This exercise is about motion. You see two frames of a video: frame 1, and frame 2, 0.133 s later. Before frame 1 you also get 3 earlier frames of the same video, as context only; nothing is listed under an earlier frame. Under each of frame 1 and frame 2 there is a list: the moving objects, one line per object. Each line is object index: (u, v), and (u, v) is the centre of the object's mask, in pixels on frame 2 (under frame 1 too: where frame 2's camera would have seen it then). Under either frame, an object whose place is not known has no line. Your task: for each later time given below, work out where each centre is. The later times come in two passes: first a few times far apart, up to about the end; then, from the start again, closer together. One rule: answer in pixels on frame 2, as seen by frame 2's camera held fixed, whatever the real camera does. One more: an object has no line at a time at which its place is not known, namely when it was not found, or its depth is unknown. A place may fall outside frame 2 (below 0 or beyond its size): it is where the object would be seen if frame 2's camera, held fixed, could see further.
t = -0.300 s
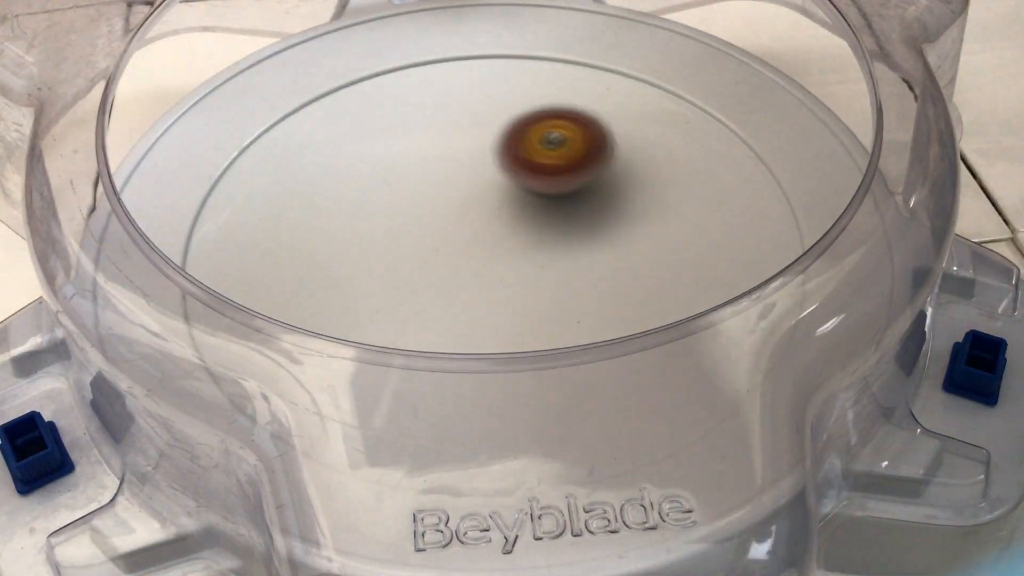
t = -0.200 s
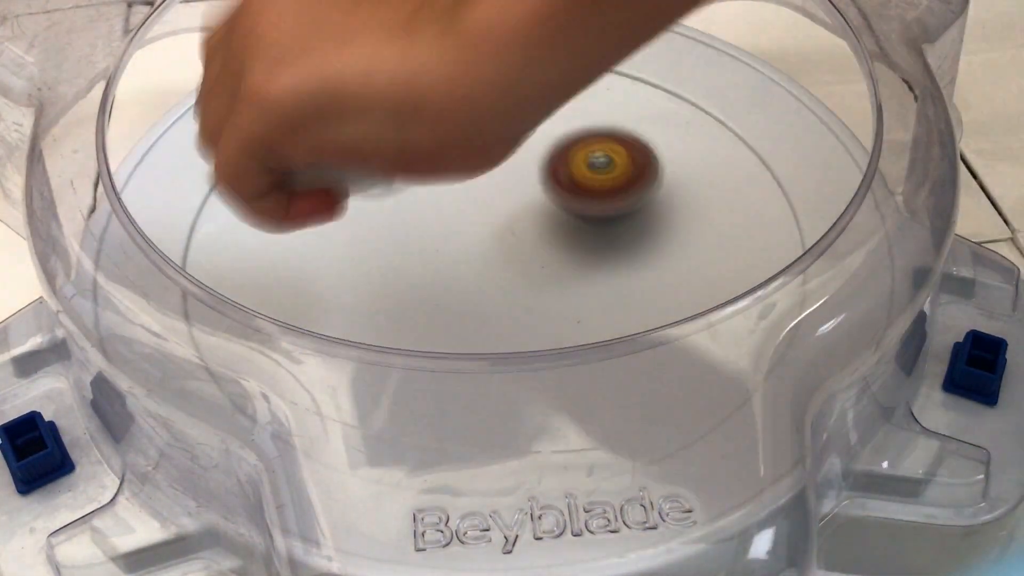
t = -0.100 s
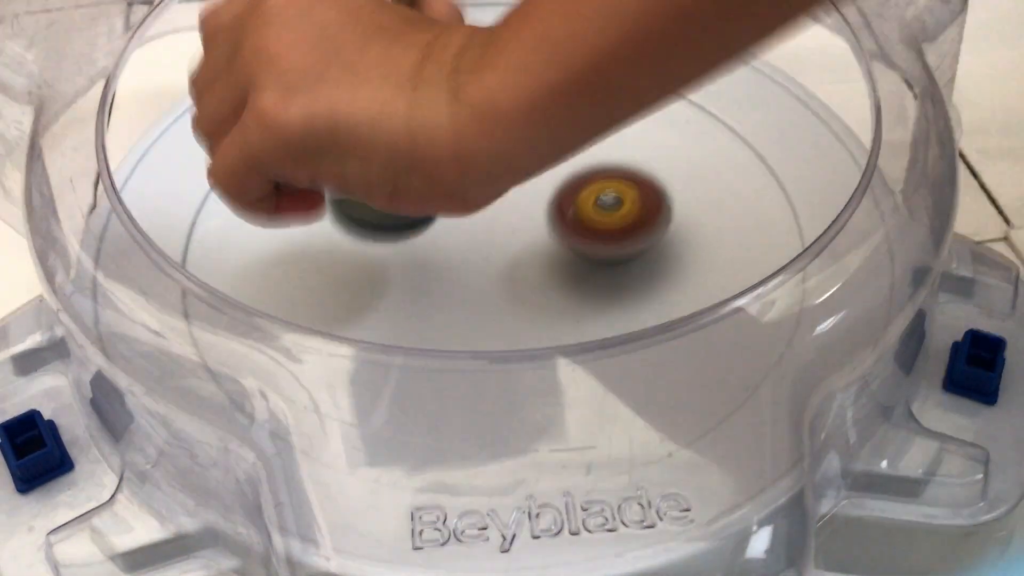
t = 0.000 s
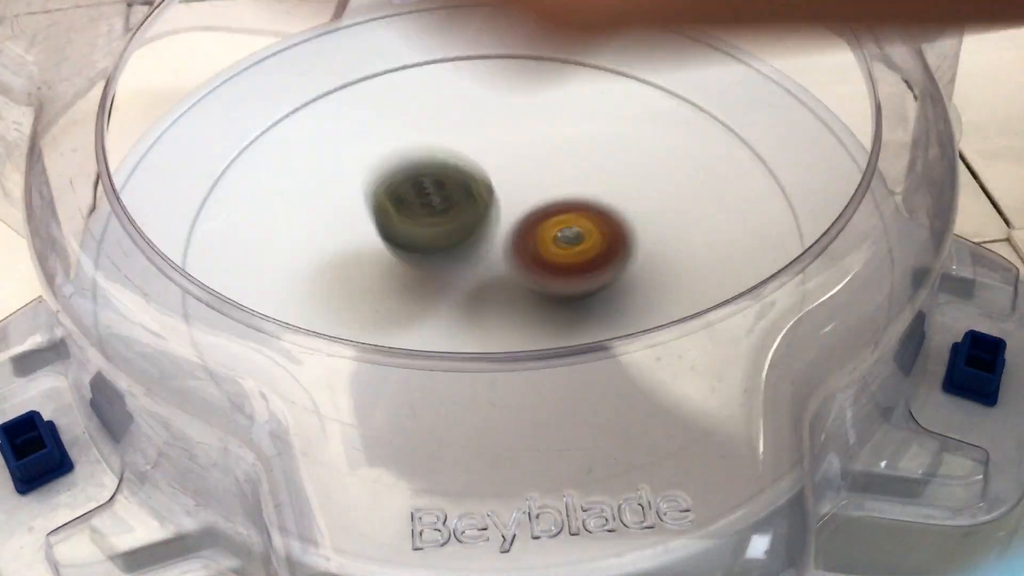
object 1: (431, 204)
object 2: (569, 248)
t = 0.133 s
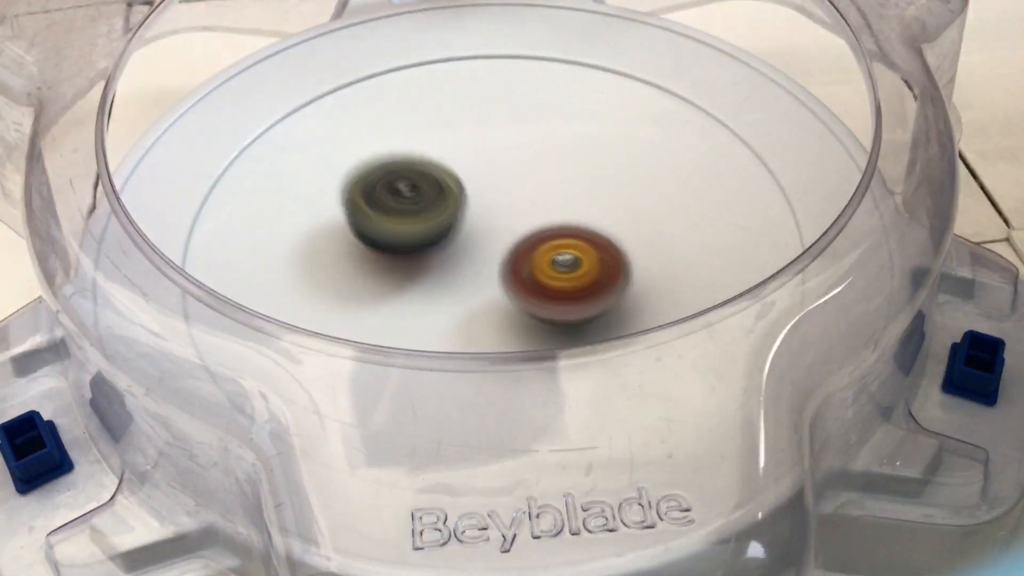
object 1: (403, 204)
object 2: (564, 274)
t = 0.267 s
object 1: (368, 215)
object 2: (510, 274)
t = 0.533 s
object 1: (241, 266)
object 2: (669, 268)
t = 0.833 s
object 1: (517, 229)
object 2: (622, 301)
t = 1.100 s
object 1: (436, 57)
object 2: (559, 256)
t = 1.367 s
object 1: (291, 146)
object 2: (575, 140)
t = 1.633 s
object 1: (584, 275)
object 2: (591, 162)
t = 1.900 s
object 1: (732, 125)
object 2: (496, 192)
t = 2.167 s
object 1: (539, 72)
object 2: (409, 177)
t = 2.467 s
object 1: (639, 39)
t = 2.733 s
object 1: (595, 232)
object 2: (297, 437)
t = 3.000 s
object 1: (506, 351)
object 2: (647, 456)
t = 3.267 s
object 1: (520, 307)
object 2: (807, 330)
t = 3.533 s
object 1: (508, 227)
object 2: (826, 146)
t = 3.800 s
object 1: (417, 216)
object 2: (749, 48)
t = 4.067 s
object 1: (313, 244)
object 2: (588, 33)
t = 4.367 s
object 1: (346, 271)
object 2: (395, 128)
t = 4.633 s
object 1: (478, 166)
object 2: (234, 208)
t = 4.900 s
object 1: (472, 102)
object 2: (266, 276)
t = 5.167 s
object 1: (468, 164)
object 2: (478, 351)
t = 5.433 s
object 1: (614, 226)
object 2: (688, 348)
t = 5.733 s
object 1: (661, 176)
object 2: (708, 257)
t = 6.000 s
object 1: (465, 207)
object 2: (599, 175)
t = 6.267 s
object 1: (417, 295)
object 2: (501, 93)
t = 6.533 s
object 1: (518, 312)
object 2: (439, 126)
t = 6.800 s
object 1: (509, 199)
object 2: (374, 228)
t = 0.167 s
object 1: (392, 199)
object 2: (554, 275)
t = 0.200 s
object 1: (383, 205)
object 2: (540, 276)
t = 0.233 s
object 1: (374, 208)
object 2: (524, 276)
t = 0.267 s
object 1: (368, 215)
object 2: (510, 274)
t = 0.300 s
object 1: (364, 225)
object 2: (500, 271)
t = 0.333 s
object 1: (363, 235)
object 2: (492, 267)
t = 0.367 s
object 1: (339, 239)
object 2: (516, 264)
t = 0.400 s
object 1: (296, 241)
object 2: (561, 261)
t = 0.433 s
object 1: (262, 246)
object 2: (599, 257)
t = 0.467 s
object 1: (243, 250)
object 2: (629, 256)
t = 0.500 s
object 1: (237, 256)
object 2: (652, 260)
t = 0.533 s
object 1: (241, 266)
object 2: (669, 268)
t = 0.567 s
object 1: (247, 287)
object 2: (678, 275)
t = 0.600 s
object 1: (283, 293)
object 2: (680, 280)
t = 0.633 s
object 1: (319, 304)
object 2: (675, 286)
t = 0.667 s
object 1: (364, 311)
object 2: (664, 291)
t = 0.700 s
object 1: (413, 312)
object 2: (649, 297)
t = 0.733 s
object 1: (458, 306)
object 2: (632, 301)
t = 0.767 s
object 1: (495, 289)
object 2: (623, 302)
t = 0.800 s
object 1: (509, 260)
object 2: (624, 302)
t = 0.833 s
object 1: (517, 229)
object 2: (622, 301)
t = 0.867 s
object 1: (521, 198)
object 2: (617, 299)
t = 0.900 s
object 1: (519, 167)
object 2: (610, 297)
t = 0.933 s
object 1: (513, 139)
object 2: (602, 294)
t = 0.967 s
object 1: (503, 113)
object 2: (591, 290)
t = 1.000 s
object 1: (491, 91)
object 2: (581, 285)
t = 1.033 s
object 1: (475, 75)
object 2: (573, 279)
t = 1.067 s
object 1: (457, 63)
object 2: (565, 269)
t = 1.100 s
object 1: (436, 57)
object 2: (559, 256)
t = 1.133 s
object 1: (415, 55)
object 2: (555, 241)
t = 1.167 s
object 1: (393, 56)
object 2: (552, 225)
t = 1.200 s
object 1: (370, 61)
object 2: (550, 207)
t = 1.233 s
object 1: (348, 69)
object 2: (552, 191)
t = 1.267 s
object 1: (325, 81)
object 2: (556, 175)
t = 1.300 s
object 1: (306, 97)
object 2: (561, 161)
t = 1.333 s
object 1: (293, 120)
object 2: (568, 149)
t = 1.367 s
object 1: (291, 146)
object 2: (575, 140)
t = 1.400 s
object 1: (301, 177)
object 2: (582, 133)
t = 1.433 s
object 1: (321, 206)
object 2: (588, 130)
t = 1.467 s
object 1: (352, 232)
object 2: (593, 131)
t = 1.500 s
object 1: (390, 251)
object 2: (597, 135)
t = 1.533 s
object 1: (437, 268)
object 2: (598, 141)
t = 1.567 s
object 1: (482, 276)
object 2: (598, 149)
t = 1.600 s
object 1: (531, 279)
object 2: (596, 155)
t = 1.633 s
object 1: (584, 275)
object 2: (591, 162)
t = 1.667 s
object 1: (635, 263)
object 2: (584, 167)
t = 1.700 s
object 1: (669, 248)
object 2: (577, 174)
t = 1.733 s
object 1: (702, 229)
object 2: (569, 180)
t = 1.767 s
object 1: (726, 208)
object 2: (557, 185)
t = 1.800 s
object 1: (738, 187)
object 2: (544, 189)
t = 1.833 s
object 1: (742, 166)
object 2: (529, 190)
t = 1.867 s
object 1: (739, 145)
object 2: (512, 191)
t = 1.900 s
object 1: (732, 125)
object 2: (496, 192)
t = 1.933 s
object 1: (721, 107)
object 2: (479, 191)
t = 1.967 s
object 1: (705, 91)
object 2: (463, 191)
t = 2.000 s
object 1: (685, 78)
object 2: (448, 189)
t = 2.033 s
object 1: (658, 67)
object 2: (435, 187)
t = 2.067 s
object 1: (626, 58)
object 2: (425, 185)
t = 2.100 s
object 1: (596, 58)
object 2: (416, 181)
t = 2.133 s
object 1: (567, 62)
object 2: (412, 179)
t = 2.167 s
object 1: (539, 72)
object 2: (409, 177)
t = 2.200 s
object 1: (513, 88)
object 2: (408, 176)
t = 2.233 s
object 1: (492, 107)
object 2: (408, 177)
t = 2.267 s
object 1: (530, 63)
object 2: (347, 238)
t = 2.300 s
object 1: (564, 34)
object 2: (284, 277)
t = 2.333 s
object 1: (590, 20)
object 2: (222, 315)
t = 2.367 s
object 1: (610, 17)
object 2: (181, 327)
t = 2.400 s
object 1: (624, 23)
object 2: (159, 345)
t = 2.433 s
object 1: (634, 31)
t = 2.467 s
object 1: (639, 39)
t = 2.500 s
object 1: (644, 53)
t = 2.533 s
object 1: (644, 76)
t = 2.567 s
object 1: (643, 101)
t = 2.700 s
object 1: (607, 207)
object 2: (259, 424)
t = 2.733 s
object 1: (595, 232)
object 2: (297, 437)
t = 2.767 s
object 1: (581, 257)
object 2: (342, 448)
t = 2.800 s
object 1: (568, 279)
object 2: (385, 459)
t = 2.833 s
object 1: (553, 294)
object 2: (431, 465)
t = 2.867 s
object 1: (541, 304)
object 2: (472, 467)
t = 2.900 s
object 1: (527, 330)
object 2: (520, 467)
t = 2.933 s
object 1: (519, 341)
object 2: (567, 469)
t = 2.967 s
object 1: (511, 345)
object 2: (608, 463)
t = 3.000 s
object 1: (506, 351)
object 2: (647, 456)
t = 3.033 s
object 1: (503, 354)
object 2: (674, 453)
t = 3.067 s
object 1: (504, 349)
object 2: (706, 449)
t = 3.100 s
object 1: (506, 350)
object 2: (730, 432)
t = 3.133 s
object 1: (508, 342)
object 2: (745, 410)
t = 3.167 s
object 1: (512, 335)
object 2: (762, 390)
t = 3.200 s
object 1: (515, 316)
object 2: (779, 367)
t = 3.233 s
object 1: (518, 311)
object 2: (793, 349)
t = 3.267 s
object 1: (520, 307)
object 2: (807, 330)
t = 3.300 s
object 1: (523, 297)
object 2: (818, 310)
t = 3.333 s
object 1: (525, 285)
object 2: (823, 285)
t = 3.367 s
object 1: (527, 276)
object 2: (821, 253)
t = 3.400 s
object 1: (527, 263)
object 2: (823, 231)
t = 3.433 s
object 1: (525, 253)
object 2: (828, 212)
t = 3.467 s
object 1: (521, 244)
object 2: (815, 186)
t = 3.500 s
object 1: (516, 235)
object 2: (827, 165)
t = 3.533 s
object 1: (508, 227)
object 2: (826, 146)
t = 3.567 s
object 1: (499, 221)
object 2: (823, 126)
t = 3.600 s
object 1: (488, 215)
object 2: (818, 108)
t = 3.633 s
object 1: (477, 213)
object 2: (810, 93)
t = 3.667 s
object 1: (467, 211)
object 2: (800, 84)
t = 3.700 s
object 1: (455, 211)
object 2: (789, 75)
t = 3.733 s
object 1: (444, 212)
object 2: (776, 65)
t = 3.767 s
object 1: (431, 213)
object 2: (762, 57)
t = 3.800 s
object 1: (417, 216)
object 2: (749, 48)
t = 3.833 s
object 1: (402, 218)
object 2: (731, 41)
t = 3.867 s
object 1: (387, 220)
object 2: (711, 37)
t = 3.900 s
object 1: (373, 223)
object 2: (692, 35)
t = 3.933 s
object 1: (359, 226)
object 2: (672, 34)
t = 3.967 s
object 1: (346, 230)
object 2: (652, 33)
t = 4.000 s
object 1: (334, 234)
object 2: (632, 33)
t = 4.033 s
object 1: (323, 238)
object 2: (610, 32)
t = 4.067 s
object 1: (313, 244)
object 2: (588, 33)
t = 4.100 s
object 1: (304, 249)
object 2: (567, 37)
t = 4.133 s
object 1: (297, 253)
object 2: (549, 46)
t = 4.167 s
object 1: (289, 257)
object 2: (529, 59)
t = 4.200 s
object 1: (285, 261)
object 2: (510, 70)
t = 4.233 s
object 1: (287, 266)
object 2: (488, 82)
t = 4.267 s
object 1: (295, 270)
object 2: (466, 94)
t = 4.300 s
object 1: (307, 273)
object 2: (441, 107)
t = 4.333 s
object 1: (325, 274)
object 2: (418, 119)
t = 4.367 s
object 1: (346, 271)
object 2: (395, 128)
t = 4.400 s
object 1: (372, 262)
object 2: (372, 138)
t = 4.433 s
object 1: (395, 252)
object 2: (349, 147)
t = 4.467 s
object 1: (416, 238)
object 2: (328, 158)
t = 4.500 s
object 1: (435, 222)
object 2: (308, 168)
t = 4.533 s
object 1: (450, 208)
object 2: (287, 179)
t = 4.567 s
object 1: (461, 194)
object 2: (267, 189)
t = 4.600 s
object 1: (471, 179)
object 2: (249, 200)
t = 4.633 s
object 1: (478, 166)
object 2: (234, 208)
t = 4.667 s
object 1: (481, 156)
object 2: (225, 217)
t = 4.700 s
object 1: (483, 147)
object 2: (219, 226)
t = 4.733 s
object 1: (484, 137)
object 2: (217, 234)
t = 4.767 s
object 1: (484, 129)
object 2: (219, 243)
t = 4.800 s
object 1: (483, 121)
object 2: (227, 251)
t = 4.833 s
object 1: (481, 114)
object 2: (236, 259)
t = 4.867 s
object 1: (478, 107)
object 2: (249, 267)
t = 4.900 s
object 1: (472, 102)
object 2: (266, 276)
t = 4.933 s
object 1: (466, 99)
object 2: (285, 285)
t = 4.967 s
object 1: (459, 99)
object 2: (305, 294)
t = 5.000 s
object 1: (453, 103)
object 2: (329, 302)
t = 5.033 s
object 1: (448, 110)
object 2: (356, 310)
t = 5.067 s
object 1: (446, 120)
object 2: (386, 318)
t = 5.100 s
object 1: (449, 134)
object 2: (418, 325)
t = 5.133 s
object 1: (456, 149)
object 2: (448, 341)
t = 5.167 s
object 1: (468, 164)
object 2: (478, 351)
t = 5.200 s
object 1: (483, 179)
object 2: (509, 356)
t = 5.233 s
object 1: (503, 192)
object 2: (539, 358)
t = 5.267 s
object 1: (523, 203)
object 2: (570, 361)
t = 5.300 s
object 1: (544, 213)
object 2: (600, 361)
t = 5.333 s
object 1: (564, 219)
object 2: (627, 361)
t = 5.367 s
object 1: (583, 223)
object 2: (650, 357)
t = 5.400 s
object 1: (599, 225)
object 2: (670, 352)
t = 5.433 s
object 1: (614, 226)
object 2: (688, 348)
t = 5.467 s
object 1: (628, 226)
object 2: (702, 338)
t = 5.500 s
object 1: (641, 224)
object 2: (714, 330)
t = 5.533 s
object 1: (654, 222)
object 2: (723, 318)
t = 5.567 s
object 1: (666, 218)
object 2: (725, 303)
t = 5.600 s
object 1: (676, 211)
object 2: (725, 292)
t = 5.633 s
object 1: (682, 201)
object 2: (717, 274)
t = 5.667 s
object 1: (681, 192)
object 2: (716, 269)
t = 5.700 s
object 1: (674, 183)
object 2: (713, 264)
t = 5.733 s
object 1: (661, 176)
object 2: (708, 257)
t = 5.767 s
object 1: (642, 169)
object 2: (699, 251)
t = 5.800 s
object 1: (617, 166)
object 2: (688, 242)
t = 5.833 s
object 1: (590, 166)
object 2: (676, 233)
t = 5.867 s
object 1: (562, 169)
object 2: (663, 223)
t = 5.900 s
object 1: (535, 176)
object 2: (647, 212)
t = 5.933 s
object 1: (510, 185)
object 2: (631, 201)
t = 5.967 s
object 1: (486, 195)
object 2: (614, 189)
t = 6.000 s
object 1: (465, 207)
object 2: (599, 175)
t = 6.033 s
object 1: (449, 219)
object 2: (584, 162)
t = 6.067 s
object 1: (435, 232)
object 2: (571, 149)
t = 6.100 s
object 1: (426, 244)
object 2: (557, 136)
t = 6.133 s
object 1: (420, 254)
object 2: (543, 123)
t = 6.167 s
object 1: (417, 264)
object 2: (531, 113)
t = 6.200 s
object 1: (415, 274)
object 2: (520, 105)
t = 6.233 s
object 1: (415, 284)
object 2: (511, 98)
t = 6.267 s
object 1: (417, 295)
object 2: (501, 93)
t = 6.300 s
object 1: (421, 302)
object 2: (492, 91)
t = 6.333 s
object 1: (428, 308)
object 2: (483, 91)
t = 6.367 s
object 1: (438, 313)
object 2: (476, 93)
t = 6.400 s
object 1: (452, 317)
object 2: (469, 97)
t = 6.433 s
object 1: (468, 319)
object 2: (462, 102)
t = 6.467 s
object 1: (485, 319)
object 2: (454, 109)
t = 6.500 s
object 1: (502, 317)
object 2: (447, 117)
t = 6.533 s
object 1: (518, 312)
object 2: (439, 126)
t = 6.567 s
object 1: (532, 304)
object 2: (431, 136)
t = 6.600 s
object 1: (540, 293)
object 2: (423, 147)
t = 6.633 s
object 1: (545, 275)
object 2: (414, 159)
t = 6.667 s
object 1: (545, 258)
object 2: (405, 172)
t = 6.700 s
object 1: (540, 241)
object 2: (396, 186)
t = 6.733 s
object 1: (532, 225)
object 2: (389, 199)
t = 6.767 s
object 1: (522, 211)
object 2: (381, 214)
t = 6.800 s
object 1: (509, 199)
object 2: (374, 228)
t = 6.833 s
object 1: (494, 188)
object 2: (368, 242)
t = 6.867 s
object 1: (478, 179)
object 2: (363, 255)
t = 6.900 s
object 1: (462, 172)
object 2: (359, 268)
